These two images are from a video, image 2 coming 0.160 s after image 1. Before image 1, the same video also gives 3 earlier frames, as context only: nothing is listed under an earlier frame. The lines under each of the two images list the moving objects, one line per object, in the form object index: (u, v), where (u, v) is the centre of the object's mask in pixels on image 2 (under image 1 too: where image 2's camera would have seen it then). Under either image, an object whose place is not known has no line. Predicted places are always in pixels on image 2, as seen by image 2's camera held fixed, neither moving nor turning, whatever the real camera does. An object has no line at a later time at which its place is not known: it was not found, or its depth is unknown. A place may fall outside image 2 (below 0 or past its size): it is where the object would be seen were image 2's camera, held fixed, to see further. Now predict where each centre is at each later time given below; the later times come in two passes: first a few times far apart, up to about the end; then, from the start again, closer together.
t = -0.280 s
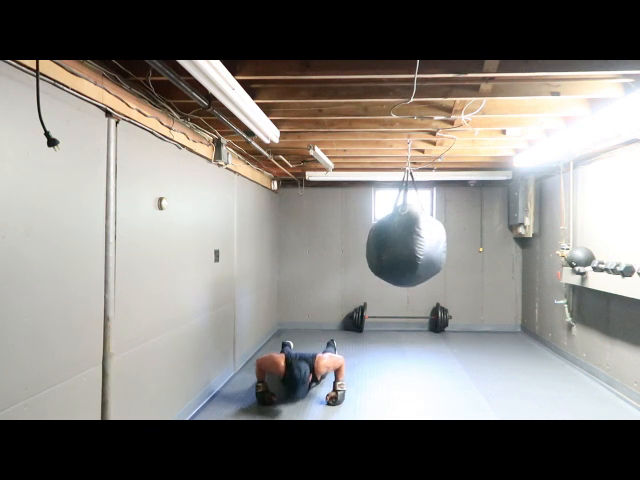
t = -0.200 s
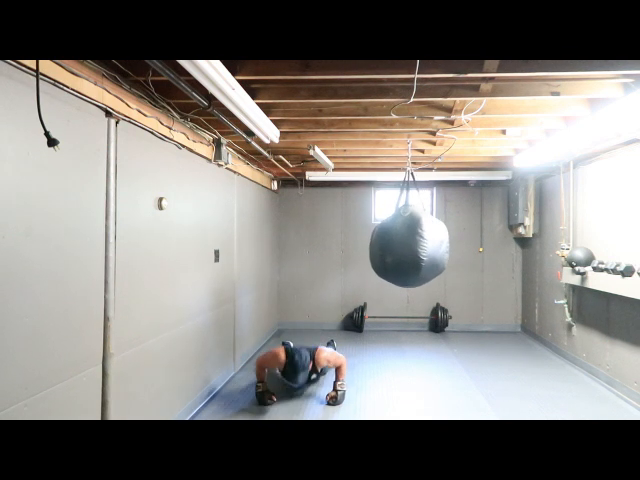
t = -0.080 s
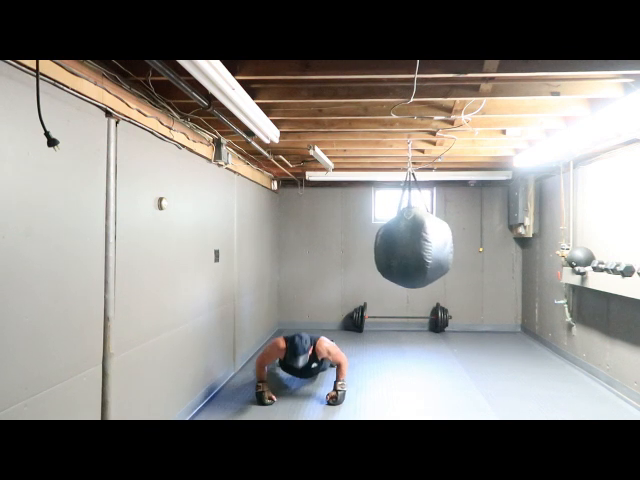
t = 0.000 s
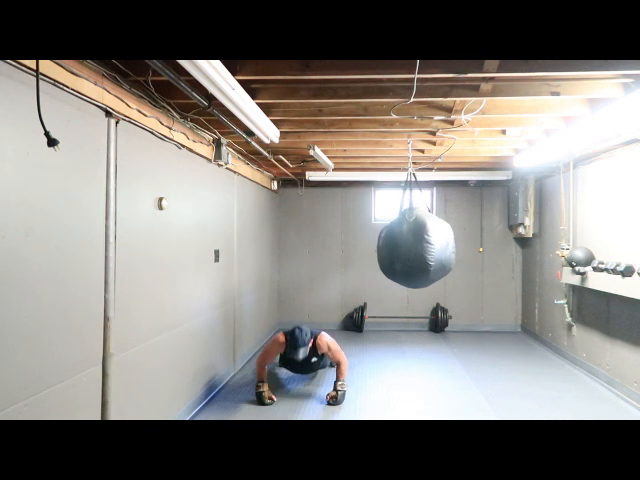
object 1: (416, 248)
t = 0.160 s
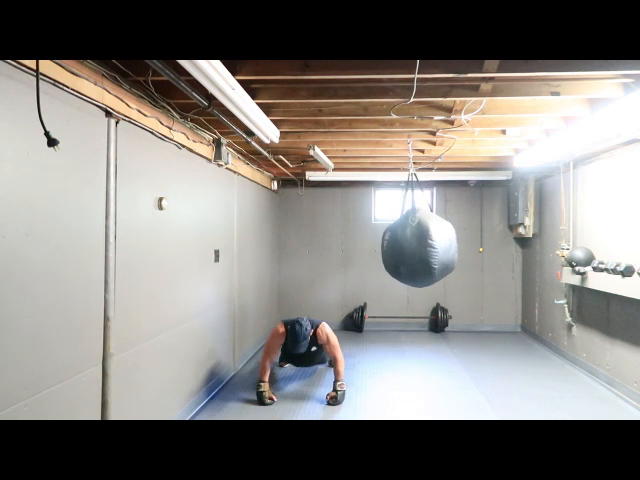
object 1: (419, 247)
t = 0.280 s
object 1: (420, 246)
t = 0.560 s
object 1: (416, 244)
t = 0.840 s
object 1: (408, 246)
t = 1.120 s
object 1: (401, 248)
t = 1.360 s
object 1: (399, 246)
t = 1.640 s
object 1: (404, 245)
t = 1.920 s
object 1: (413, 247)
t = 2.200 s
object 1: (418, 246)
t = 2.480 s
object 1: (416, 244)
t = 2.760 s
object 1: (410, 245)
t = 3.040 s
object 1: (403, 247)
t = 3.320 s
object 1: (400, 246)
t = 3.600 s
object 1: (404, 245)
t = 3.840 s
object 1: (411, 247)
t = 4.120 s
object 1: (416, 247)
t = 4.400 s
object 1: (416, 244)
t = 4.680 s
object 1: (412, 244)
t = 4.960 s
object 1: (405, 247)
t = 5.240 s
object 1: (402, 247)
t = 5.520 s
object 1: (404, 245)
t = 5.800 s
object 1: (410, 247)
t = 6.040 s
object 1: (414, 247)
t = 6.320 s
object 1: (416, 245)
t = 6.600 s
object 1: (412, 244)
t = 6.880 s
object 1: (407, 247)
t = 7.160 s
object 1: (403, 248)
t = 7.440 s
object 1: (404, 245)
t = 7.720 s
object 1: (408, 246)
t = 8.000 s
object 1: (413, 247)
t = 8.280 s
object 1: (415, 245)
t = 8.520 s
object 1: (413, 244)
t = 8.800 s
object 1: (409, 246)
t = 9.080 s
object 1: (405, 247)
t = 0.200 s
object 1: (419, 247)
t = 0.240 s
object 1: (419, 246)
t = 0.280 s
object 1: (420, 246)
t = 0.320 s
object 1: (419, 245)
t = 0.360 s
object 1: (419, 245)
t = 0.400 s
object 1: (419, 245)
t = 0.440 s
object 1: (418, 245)
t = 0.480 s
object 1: (418, 244)
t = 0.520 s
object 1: (417, 244)
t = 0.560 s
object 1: (416, 244)
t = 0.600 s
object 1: (415, 244)
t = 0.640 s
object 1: (414, 244)
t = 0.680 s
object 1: (413, 244)
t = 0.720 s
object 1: (412, 245)
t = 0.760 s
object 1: (411, 245)
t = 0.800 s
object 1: (409, 245)
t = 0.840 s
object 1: (408, 246)
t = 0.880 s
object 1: (407, 246)
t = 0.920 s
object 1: (406, 246)
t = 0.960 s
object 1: (405, 247)
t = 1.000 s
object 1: (403, 247)
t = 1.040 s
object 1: (402, 247)
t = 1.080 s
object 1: (402, 248)
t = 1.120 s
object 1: (401, 248)
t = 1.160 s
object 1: (400, 247)
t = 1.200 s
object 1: (400, 247)
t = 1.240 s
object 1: (399, 247)
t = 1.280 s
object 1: (399, 247)
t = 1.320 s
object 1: (399, 246)
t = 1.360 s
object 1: (399, 246)
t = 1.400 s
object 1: (400, 246)
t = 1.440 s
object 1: (400, 246)
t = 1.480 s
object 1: (400, 246)
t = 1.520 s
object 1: (401, 245)
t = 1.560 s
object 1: (402, 245)
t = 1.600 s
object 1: (403, 245)
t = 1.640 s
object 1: (404, 245)
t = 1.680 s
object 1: (405, 245)
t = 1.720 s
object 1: (407, 246)
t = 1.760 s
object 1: (408, 246)
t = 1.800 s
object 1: (409, 247)
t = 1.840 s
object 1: (411, 246)
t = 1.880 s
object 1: (412, 247)
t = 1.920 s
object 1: (413, 247)
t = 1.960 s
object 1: (414, 247)
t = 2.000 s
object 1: (415, 247)
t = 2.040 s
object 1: (416, 247)
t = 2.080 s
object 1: (417, 247)
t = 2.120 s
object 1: (417, 247)
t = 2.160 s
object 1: (418, 247)
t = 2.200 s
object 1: (418, 246)
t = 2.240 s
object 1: (418, 246)
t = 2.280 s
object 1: (418, 246)
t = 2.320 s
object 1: (418, 246)
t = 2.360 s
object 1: (418, 245)
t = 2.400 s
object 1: (418, 245)
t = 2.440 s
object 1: (417, 245)
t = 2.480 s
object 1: (416, 244)
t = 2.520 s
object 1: (416, 244)
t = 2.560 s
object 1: (415, 244)
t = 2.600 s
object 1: (414, 244)
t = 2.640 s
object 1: (413, 244)
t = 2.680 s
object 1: (412, 244)
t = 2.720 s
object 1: (411, 245)
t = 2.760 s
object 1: (410, 245)
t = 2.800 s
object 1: (409, 245)
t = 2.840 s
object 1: (408, 246)
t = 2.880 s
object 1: (407, 246)
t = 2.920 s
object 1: (406, 247)
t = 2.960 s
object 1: (405, 247)
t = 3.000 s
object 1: (404, 247)
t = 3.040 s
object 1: (403, 247)
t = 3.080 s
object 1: (402, 248)
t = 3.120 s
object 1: (402, 248)
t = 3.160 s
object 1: (401, 247)
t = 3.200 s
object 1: (401, 247)
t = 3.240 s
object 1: (400, 247)
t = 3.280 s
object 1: (400, 247)
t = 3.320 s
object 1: (400, 246)
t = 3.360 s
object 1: (401, 246)
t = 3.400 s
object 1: (401, 246)
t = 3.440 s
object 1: (401, 246)
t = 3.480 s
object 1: (402, 245)
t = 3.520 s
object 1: (403, 245)
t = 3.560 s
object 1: (403, 245)
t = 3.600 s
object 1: (404, 245)
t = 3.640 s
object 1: (405, 245)
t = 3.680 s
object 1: (406, 246)
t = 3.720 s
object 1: (407, 246)
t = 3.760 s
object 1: (409, 246)
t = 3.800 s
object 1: (410, 247)
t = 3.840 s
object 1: (411, 247)
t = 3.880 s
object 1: (412, 247)
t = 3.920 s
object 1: (413, 247)
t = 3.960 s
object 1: (414, 247)
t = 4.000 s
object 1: (414, 247)
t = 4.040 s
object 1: (415, 247)
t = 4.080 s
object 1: (416, 247)
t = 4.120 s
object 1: (416, 247)
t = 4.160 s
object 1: (417, 247)
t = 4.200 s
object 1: (417, 246)
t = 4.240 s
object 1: (417, 246)
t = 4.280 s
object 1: (417, 245)
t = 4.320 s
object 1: (417, 245)
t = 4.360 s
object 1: (417, 245)
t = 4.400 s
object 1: (416, 244)
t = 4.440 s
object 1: (416, 244)
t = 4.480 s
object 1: (415, 244)
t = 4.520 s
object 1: (415, 244)
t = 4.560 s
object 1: (414, 244)
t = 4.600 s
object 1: (413, 244)
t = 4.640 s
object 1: (412, 244)
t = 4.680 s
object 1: (412, 244)
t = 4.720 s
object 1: (411, 245)
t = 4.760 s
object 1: (410, 245)
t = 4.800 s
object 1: (409, 246)
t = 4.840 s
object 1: (408, 246)
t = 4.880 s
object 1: (407, 247)
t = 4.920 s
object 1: (406, 247)
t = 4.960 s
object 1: (405, 247)
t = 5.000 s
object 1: (404, 248)
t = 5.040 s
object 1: (404, 248)
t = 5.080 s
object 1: (403, 248)
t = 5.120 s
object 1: (403, 248)
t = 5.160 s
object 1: (402, 248)
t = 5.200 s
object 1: (402, 247)
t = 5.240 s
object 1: (402, 247)
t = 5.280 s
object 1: (402, 247)
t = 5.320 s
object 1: (402, 246)
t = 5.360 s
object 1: (402, 246)
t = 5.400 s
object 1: (402, 246)
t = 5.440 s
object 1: (403, 246)
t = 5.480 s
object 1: (403, 245)
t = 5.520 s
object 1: (404, 245)
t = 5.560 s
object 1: (404, 245)
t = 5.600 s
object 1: (405, 245)
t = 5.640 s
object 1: (406, 245)
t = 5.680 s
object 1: (407, 246)
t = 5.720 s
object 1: (408, 246)
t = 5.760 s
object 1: (409, 246)
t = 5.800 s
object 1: (410, 247)
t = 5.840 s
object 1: (411, 247)
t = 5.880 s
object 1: (412, 247)
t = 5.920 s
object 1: (413, 248)
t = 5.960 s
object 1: (413, 248)
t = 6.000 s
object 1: (414, 248)
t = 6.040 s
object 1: (414, 247)
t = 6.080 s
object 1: (415, 247)
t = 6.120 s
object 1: (415, 247)
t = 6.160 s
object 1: (416, 247)
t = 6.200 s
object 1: (416, 246)
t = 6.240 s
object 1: (416, 246)
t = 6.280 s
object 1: (416, 245)
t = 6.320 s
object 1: (416, 245)
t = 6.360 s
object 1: (416, 244)
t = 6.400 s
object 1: (415, 244)
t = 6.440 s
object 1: (415, 244)
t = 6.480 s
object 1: (414, 244)
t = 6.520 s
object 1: (414, 244)
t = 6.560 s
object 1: (413, 244)
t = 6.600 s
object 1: (412, 244)
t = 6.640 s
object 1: (412, 244)
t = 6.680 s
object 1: (411, 245)
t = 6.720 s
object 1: (410, 246)
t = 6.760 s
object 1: (409, 246)
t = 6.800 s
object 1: (409, 246)
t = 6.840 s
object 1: (408, 247)
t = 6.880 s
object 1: (407, 247)
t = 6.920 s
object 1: (406, 247)
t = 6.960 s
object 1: (406, 248)
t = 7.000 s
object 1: (405, 248)
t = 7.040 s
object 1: (404, 248)
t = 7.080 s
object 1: (404, 248)
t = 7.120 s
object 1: (403, 248)
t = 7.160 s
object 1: (403, 248)
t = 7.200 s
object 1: (403, 247)
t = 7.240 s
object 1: (403, 247)
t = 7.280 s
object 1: (403, 247)
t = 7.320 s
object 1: (403, 247)
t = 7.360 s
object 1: (403, 246)
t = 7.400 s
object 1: (403, 246)
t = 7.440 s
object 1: (404, 245)
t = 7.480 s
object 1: (404, 245)
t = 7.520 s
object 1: (404, 245)
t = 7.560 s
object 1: (405, 245)
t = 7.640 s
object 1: (407, 245)
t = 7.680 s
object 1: (407, 246)
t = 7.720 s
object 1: (408, 246)
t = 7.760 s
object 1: (409, 246)
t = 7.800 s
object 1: (410, 247)
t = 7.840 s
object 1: (411, 247)
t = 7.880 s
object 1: (411, 247)
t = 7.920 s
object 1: (412, 248)
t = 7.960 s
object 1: (413, 248)
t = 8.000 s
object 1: (413, 247)
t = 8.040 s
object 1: (414, 247)
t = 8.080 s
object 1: (414, 247)
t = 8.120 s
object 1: (415, 247)
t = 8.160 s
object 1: (415, 247)
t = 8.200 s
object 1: (415, 246)
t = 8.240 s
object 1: (415, 246)
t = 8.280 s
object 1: (415, 245)
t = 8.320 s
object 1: (415, 245)
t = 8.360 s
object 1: (415, 245)
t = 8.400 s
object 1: (414, 244)
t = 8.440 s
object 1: (414, 244)
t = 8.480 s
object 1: (413, 244)
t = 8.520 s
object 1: (413, 244)
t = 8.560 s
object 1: (413, 244)
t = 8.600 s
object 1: (412, 244)
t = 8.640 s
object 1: (411, 245)
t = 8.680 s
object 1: (411, 245)
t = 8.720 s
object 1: (410, 245)
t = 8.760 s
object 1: (409, 245)
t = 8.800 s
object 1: (409, 246)
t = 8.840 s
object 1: (408, 246)
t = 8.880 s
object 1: (407, 247)
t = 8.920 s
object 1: (407, 247)
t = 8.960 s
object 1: (406, 248)
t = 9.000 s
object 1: (405, 248)
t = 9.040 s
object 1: (405, 247)
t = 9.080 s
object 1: (405, 247)
